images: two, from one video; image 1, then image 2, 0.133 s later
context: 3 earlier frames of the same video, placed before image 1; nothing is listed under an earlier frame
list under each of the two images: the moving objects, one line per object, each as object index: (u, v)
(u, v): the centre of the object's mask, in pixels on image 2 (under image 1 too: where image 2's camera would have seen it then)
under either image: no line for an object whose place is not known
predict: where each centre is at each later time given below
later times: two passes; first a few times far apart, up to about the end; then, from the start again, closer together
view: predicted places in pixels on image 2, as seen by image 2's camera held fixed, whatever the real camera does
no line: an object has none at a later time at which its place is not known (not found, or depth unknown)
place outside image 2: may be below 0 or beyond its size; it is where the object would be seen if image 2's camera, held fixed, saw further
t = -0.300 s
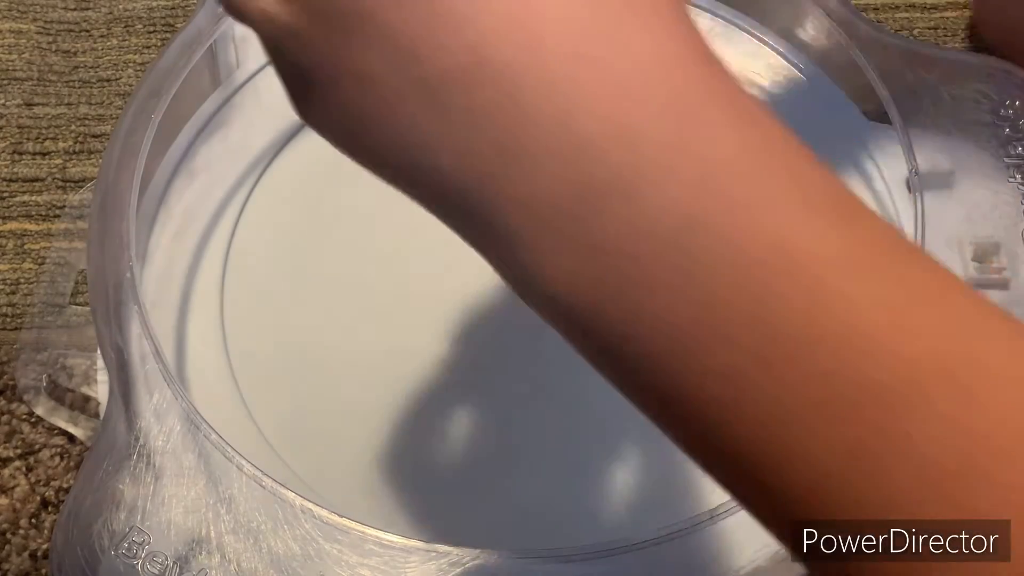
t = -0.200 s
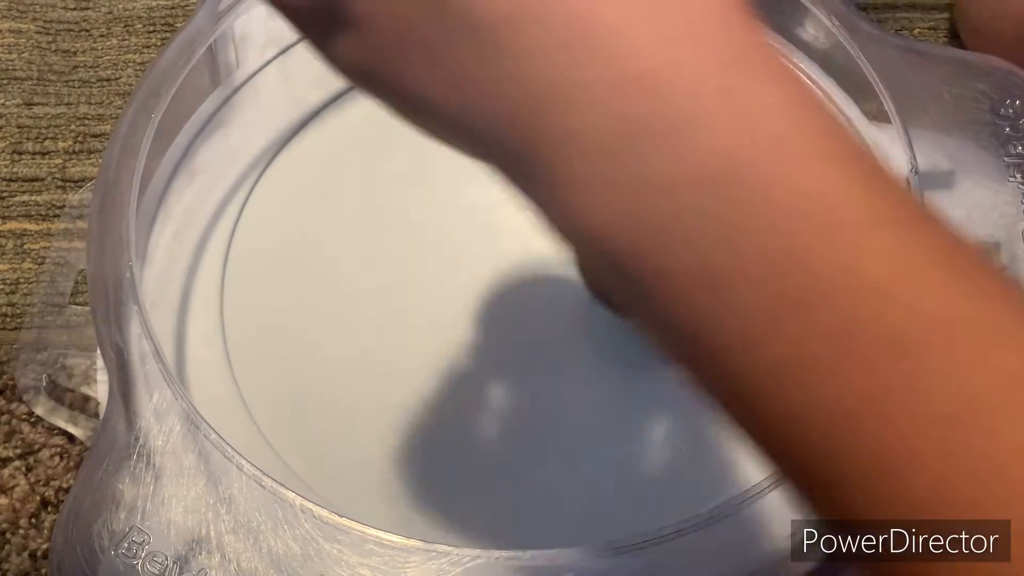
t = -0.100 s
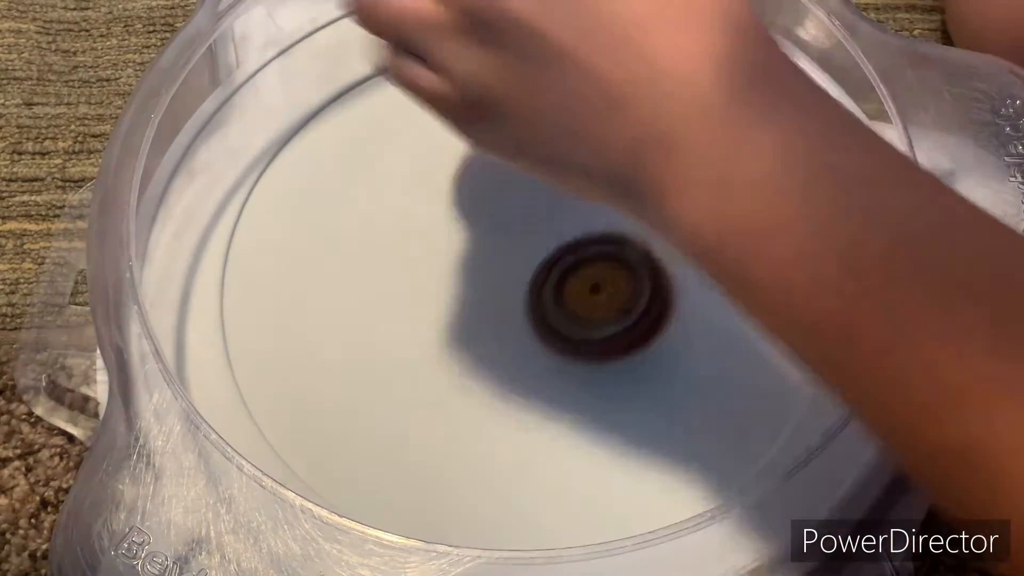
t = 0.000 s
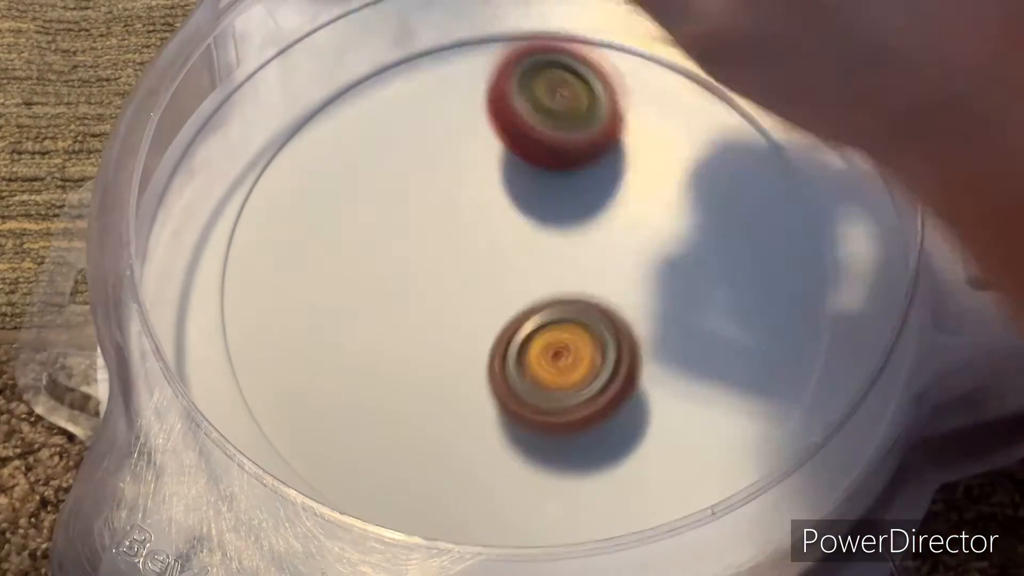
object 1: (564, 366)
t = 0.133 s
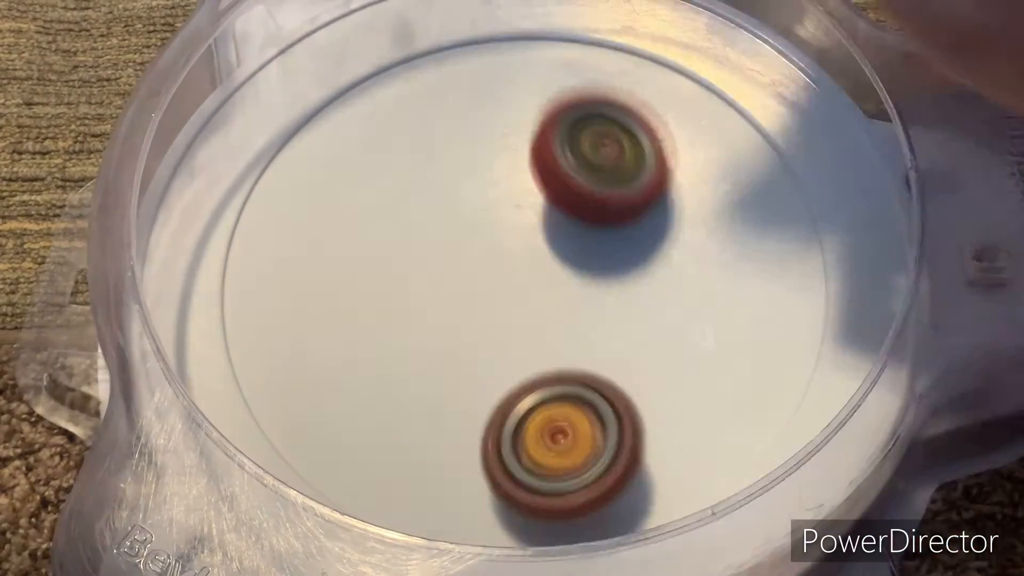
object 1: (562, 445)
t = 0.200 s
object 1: (585, 469)
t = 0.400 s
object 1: (694, 449)
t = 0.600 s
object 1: (686, 349)
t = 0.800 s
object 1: (532, 316)
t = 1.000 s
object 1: (381, 408)
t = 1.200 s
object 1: (451, 482)
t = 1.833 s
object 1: (548, 67)
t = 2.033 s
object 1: (515, 296)
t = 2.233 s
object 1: (606, 405)
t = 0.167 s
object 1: (571, 459)
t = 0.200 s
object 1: (585, 469)
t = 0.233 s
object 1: (600, 473)
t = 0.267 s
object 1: (618, 474)
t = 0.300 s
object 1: (637, 471)
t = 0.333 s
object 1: (657, 466)
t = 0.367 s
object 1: (677, 459)
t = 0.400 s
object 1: (694, 449)
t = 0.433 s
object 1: (708, 437)
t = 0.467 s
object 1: (717, 423)
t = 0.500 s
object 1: (718, 408)
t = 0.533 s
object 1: (711, 388)
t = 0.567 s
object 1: (700, 368)
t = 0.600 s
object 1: (686, 349)
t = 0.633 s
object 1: (667, 331)
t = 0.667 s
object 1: (644, 316)
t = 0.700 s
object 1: (616, 305)
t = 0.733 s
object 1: (590, 304)
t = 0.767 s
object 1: (563, 309)
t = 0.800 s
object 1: (532, 316)
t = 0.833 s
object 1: (500, 325)
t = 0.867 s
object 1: (469, 338)
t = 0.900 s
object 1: (440, 352)
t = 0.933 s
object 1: (415, 369)
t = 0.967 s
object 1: (395, 387)
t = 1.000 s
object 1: (381, 408)
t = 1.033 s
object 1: (373, 429)
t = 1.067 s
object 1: (373, 448)
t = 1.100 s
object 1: (382, 464)
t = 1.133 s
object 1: (399, 477)
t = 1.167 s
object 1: (424, 481)
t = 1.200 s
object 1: (451, 482)
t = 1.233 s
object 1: (475, 480)
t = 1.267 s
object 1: (496, 475)
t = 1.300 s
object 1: (514, 462)
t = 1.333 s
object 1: (529, 449)
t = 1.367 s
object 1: (609, 516)
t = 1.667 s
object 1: (733, 179)
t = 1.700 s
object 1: (695, 144)
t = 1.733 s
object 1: (655, 112)
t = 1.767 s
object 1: (614, 85)
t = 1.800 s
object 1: (569, 60)
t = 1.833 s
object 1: (548, 67)
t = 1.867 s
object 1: (546, 106)
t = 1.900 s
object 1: (541, 146)
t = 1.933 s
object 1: (536, 186)
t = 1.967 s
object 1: (529, 226)
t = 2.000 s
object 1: (522, 263)
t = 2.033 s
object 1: (515, 296)
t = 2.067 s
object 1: (509, 325)
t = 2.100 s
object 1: (505, 348)
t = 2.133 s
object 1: (504, 365)
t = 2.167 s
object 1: (507, 376)
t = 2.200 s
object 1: (545, 392)
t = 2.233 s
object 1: (606, 405)
